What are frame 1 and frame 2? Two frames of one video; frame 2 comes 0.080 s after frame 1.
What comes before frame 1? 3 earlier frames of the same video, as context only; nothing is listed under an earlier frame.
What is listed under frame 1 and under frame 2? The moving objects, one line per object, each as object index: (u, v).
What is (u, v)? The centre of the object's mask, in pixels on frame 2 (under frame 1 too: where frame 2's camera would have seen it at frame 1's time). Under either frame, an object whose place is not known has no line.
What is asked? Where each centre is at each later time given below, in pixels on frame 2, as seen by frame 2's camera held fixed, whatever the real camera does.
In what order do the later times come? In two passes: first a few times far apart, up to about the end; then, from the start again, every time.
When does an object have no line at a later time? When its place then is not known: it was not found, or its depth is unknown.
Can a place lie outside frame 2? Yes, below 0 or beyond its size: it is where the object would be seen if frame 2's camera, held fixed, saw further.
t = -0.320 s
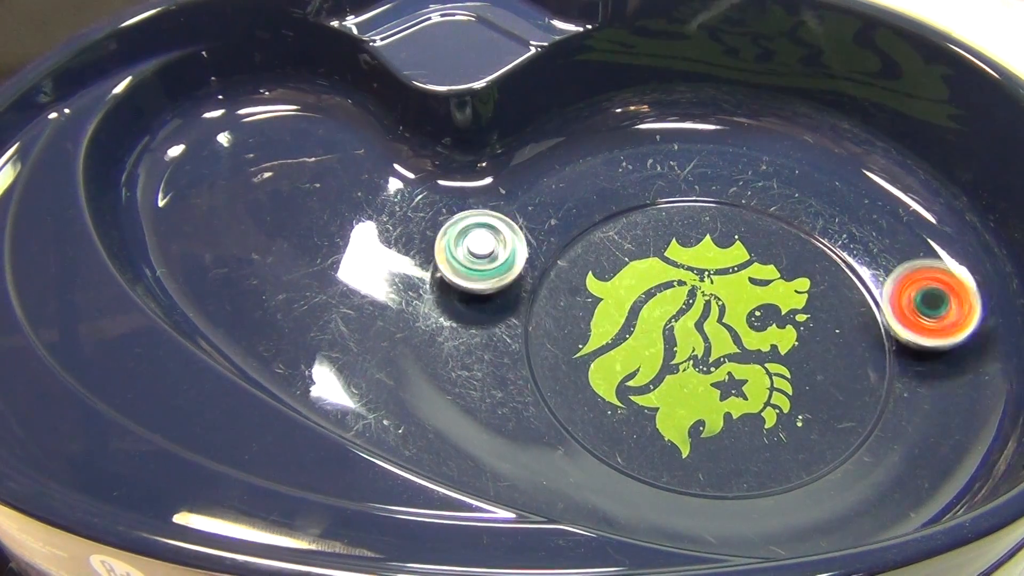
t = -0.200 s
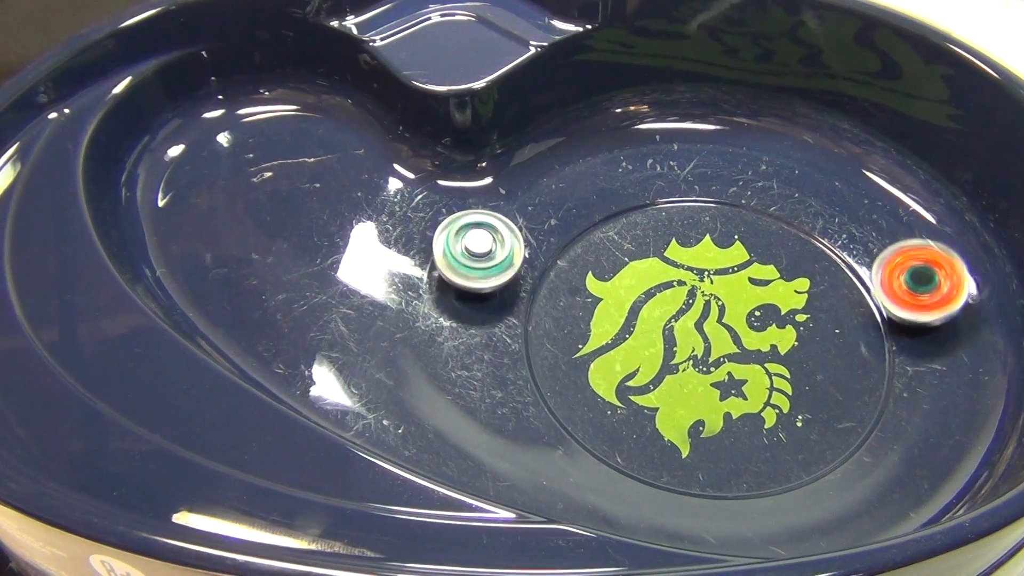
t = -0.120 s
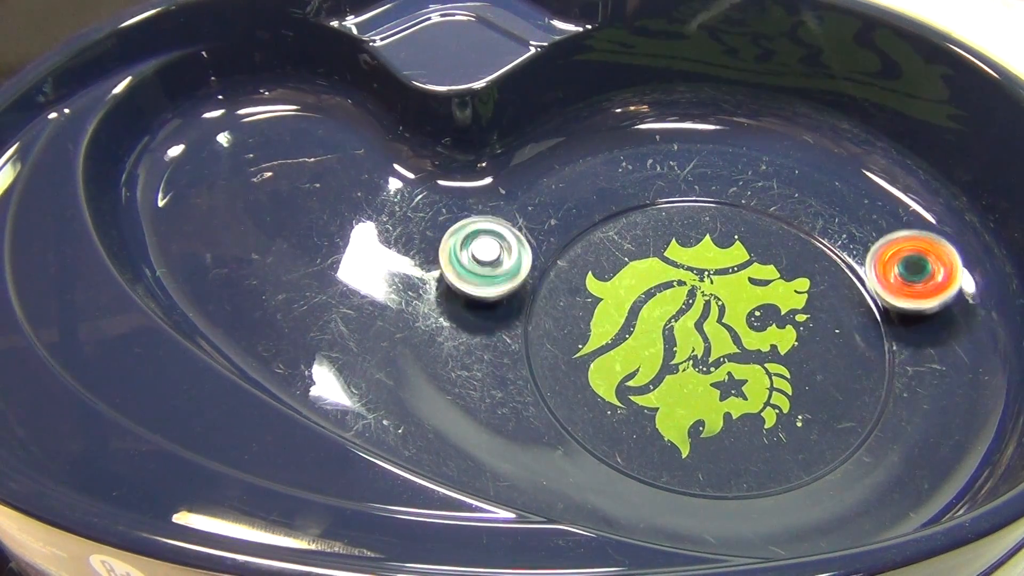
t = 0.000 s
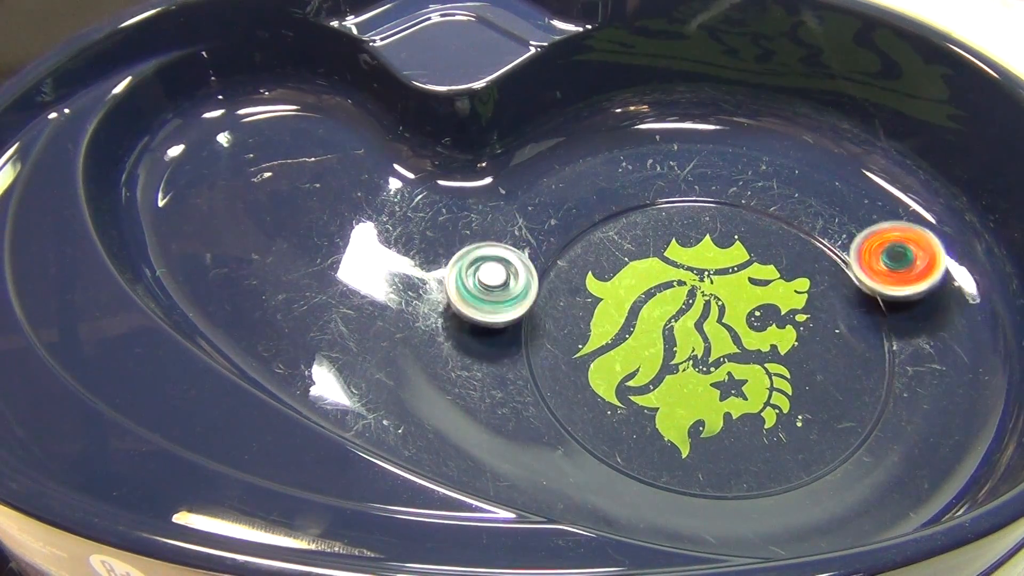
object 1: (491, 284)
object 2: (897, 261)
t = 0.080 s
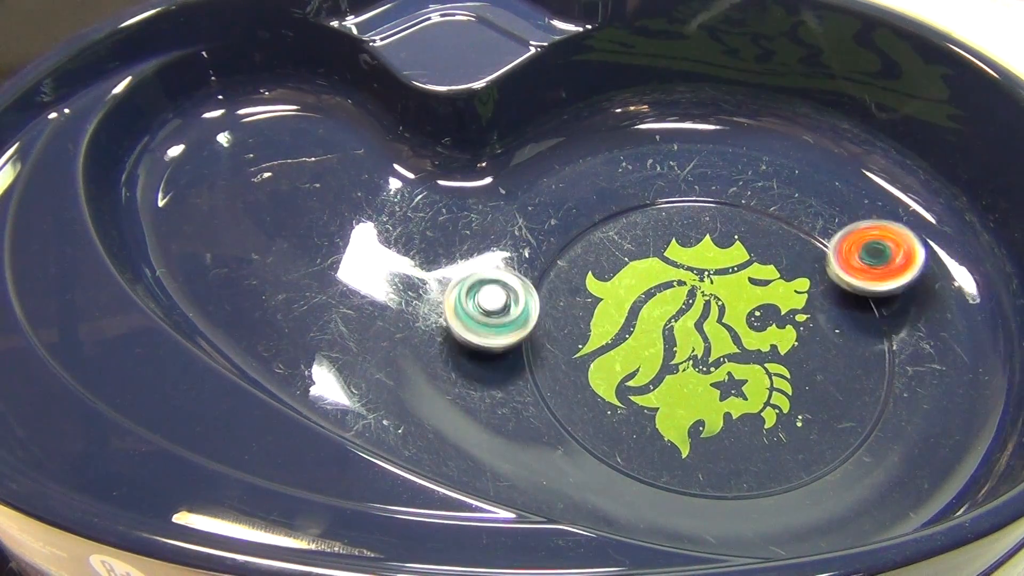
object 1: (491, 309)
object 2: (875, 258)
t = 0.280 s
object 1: (454, 356)
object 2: (799, 270)
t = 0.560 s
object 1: (503, 330)
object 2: (694, 296)
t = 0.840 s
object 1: (560, 389)
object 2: (764, 216)
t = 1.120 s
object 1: (671, 412)
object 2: (724, 194)
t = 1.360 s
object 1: (733, 428)
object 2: (733, 199)
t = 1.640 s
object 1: (758, 383)
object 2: (734, 244)
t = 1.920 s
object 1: (835, 402)
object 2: (653, 222)
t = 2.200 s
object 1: (780, 409)
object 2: (575, 225)
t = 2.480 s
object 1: (724, 293)
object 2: (551, 273)
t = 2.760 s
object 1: (792, 243)
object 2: (580, 299)
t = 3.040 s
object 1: (750, 311)
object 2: (629, 334)
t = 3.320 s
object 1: (798, 302)
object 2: (574, 403)
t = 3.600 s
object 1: (764, 326)
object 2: (596, 422)
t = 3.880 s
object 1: (663, 285)
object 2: (611, 395)
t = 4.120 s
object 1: (670, 256)
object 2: (653, 364)
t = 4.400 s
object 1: (706, 220)
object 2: (719, 413)
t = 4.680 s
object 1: (767, 263)
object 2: (782, 457)
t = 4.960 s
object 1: (663, 340)
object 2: (787, 453)
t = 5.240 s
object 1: (543, 317)
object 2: (753, 417)
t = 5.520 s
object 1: (616, 278)
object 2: (733, 351)
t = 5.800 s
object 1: (629, 295)
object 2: (850, 330)
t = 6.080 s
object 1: (684, 374)
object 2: (875, 328)
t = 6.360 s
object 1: (660, 404)
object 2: (847, 370)
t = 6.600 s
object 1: (664, 361)
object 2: (777, 369)
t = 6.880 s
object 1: (664, 282)
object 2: (770, 333)
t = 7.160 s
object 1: (630, 203)
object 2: (885, 360)
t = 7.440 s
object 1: (640, 238)
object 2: (865, 371)
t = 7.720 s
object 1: (628, 322)
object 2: (806, 367)
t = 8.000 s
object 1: (595, 395)
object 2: (781, 323)
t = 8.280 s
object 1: (606, 380)
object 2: (809, 288)
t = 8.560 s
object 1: (709, 353)
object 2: (842, 305)
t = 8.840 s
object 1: (705, 364)
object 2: (865, 306)
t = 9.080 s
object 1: (694, 342)
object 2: (816, 299)
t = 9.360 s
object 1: (689, 316)
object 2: (784, 261)
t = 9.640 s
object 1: (680, 312)
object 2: (799, 232)
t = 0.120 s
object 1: (488, 322)
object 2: (860, 258)
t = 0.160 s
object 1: (482, 334)
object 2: (843, 258)
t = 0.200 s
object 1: (473, 345)
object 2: (827, 261)
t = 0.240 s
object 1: (462, 353)
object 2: (814, 266)
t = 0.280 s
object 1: (454, 356)
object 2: (799, 270)
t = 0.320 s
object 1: (447, 354)
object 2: (786, 275)
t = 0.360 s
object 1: (445, 347)
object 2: (771, 280)
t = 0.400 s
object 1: (447, 340)
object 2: (755, 284)
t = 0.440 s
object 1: (454, 334)
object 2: (741, 288)
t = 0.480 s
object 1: (465, 332)
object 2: (725, 291)
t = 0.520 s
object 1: (482, 330)
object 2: (710, 294)
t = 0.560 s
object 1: (503, 330)
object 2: (694, 296)
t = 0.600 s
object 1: (527, 332)
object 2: (680, 298)
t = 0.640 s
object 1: (552, 334)
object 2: (665, 299)
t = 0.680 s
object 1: (570, 338)
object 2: (662, 293)
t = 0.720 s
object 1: (546, 361)
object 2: (701, 265)
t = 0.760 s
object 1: (547, 372)
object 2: (732, 243)
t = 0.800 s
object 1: (552, 384)
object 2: (752, 227)
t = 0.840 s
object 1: (560, 389)
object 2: (764, 216)
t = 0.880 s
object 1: (572, 390)
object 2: (764, 207)
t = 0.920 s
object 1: (588, 389)
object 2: (761, 198)
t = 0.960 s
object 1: (605, 390)
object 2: (753, 193)
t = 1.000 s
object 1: (622, 395)
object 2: (739, 195)
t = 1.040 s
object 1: (639, 401)
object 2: (730, 196)
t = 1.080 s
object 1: (655, 407)
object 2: (725, 195)
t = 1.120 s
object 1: (671, 412)
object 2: (724, 194)
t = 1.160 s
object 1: (685, 418)
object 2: (724, 193)
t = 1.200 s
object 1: (698, 423)
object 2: (725, 192)
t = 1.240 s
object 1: (710, 426)
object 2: (727, 192)
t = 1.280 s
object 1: (720, 428)
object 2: (728, 193)
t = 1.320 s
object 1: (727, 429)
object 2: (730, 195)
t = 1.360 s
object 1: (733, 428)
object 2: (733, 199)
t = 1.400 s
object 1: (737, 425)
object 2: (734, 204)
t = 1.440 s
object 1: (741, 421)
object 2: (735, 209)
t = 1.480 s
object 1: (745, 415)
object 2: (736, 215)
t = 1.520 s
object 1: (749, 407)
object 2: (736, 221)
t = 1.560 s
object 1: (752, 399)
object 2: (736, 228)
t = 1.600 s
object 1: (755, 392)
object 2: (735, 236)
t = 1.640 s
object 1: (758, 383)
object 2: (734, 244)
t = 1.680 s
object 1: (760, 372)
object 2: (732, 252)
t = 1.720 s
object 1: (763, 361)
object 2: (730, 262)
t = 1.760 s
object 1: (767, 351)
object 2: (727, 271)
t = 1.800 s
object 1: (786, 358)
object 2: (712, 263)
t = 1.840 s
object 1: (811, 379)
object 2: (687, 240)
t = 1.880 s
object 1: (827, 392)
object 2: (668, 227)
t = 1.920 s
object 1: (835, 402)
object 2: (653, 222)
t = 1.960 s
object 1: (838, 410)
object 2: (641, 222)
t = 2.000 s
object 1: (837, 416)
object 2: (629, 223)
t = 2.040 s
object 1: (832, 421)
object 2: (617, 223)
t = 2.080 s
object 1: (823, 423)
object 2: (606, 224)
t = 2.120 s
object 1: (810, 422)
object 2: (595, 224)
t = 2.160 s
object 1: (796, 417)
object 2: (585, 225)
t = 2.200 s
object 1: (780, 409)
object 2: (575, 225)
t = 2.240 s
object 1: (765, 396)
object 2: (570, 235)
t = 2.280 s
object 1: (750, 381)
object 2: (567, 244)
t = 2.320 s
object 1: (736, 363)
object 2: (562, 253)
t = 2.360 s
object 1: (729, 345)
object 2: (556, 259)
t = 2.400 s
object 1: (724, 327)
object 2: (552, 264)
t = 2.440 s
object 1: (723, 310)
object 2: (550, 269)
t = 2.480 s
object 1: (724, 293)
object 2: (551, 273)
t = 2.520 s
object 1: (729, 277)
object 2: (553, 276)
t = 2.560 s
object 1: (736, 264)
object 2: (556, 280)
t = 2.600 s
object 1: (746, 252)
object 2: (560, 284)
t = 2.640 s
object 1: (758, 244)
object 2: (564, 287)
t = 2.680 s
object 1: (771, 240)
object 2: (569, 291)
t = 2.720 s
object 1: (783, 240)
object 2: (574, 295)
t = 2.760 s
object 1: (792, 243)
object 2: (580, 299)
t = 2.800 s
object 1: (797, 249)
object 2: (586, 303)
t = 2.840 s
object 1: (799, 258)
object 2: (593, 308)
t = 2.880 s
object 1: (797, 268)
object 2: (599, 312)
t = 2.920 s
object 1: (792, 278)
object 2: (606, 317)
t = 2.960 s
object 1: (783, 290)
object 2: (614, 323)
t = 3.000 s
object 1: (768, 301)
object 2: (621, 328)
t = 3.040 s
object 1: (750, 311)
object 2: (629, 334)
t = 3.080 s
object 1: (730, 317)
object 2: (637, 340)
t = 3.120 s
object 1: (742, 311)
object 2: (610, 354)
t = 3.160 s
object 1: (760, 302)
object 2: (580, 368)
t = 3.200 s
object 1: (774, 298)
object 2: (563, 379)
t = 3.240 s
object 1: (786, 297)
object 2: (558, 388)
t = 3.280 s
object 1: (794, 299)
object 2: (561, 396)
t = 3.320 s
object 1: (798, 302)
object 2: (574, 403)
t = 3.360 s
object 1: (799, 304)
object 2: (583, 411)
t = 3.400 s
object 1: (799, 308)
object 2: (588, 416)
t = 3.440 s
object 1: (796, 311)
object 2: (590, 419)
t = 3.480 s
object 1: (792, 314)
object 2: (594, 421)
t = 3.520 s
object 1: (785, 319)
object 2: (598, 423)
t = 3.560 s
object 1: (776, 323)
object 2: (597, 423)
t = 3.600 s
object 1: (764, 326)
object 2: (596, 422)
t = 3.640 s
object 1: (747, 329)
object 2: (595, 420)
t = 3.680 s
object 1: (731, 327)
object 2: (595, 416)
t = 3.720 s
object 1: (712, 323)
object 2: (597, 413)
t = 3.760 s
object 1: (695, 316)
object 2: (599, 408)
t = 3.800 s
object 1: (681, 307)
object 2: (602, 404)
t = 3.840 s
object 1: (670, 296)
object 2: (606, 400)
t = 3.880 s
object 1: (663, 285)
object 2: (611, 395)
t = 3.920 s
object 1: (660, 274)
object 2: (616, 390)
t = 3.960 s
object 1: (659, 266)
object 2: (623, 385)
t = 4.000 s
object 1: (661, 260)
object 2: (629, 380)
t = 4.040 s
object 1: (663, 258)
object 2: (636, 374)
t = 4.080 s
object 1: (666, 256)
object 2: (644, 369)
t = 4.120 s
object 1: (670, 256)
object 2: (653, 364)
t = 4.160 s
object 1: (674, 258)
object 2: (661, 360)
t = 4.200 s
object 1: (678, 261)
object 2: (671, 355)
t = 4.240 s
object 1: (682, 264)
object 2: (681, 351)
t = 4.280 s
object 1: (687, 269)
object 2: (691, 347)
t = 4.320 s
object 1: (692, 251)
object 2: (701, 372)
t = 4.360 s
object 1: (698, 234)
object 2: (710, 398)
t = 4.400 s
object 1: (706, 220)
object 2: (719, 413)
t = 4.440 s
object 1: (717, 213)
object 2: (728, 420)
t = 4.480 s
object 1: (731, 210)
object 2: (739, 426)
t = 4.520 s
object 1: (746, 213)
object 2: (750, 433)
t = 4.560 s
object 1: (758, 221)
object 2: (760, 439)
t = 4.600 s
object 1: (766, 233)
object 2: (769, 446)
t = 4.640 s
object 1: (769, 248)
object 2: (776, 452)
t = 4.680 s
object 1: (767, 263)
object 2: (782, 457)
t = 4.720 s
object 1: (759, 279)
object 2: (788, 462)
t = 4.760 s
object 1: (748, 293)
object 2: (793, 457)
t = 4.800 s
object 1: (734, 307)
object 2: (795, 454)
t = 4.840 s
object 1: (718, 318)
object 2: (796, 454)
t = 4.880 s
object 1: (701, 327)
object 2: (794, 454)
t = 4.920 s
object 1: (682, 334)
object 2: (791, 454)
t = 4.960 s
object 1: (663, 340)
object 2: (787, 453)
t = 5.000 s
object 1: (644, 343)
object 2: (782, 450)
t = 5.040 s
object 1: (622, 345)
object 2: (778, 447)
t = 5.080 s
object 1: (603, 344)
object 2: (772, 442)
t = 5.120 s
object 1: (584, 341)
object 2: (767, 437)
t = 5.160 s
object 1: (567, 335)
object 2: (763, 430)
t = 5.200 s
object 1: (552, 327)
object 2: (758, 423)
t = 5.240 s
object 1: (543, 317)
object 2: (753, 417)
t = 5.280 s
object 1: (538, 302)
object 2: (748, 407)
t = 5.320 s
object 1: (544, 291)
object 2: (744, 397)
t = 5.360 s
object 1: (553, 282)
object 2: (740, 389)
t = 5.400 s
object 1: (565, 276)
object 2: (737, 380)
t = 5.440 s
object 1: (580, 273)
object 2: (735, 371)
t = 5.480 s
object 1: (597, 274)
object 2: (734, 361)
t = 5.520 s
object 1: (616, 278)
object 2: (733, 351)
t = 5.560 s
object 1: (635, 284)
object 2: (733, 341)
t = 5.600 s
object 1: (651, 292)
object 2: (736, 333)
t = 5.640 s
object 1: (640, 290)
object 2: (778, 338)
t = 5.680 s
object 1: (630, 288)
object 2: (804, 332)
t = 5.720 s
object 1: (625, 287)
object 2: (824, 334)
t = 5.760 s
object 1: (624, 290)
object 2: (840, 332)
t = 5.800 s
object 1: (629, 295)
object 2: (850, 330)
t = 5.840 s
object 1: (637, 301)
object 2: (861, 328)
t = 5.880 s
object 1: (650, 312)
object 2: (872, 326)
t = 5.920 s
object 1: (660, 323)
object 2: (882, 326)
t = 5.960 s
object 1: (669, 335)
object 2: (882, 324)
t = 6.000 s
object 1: (676, 348)
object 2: (876, 324)
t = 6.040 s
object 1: (681, 361)
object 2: (874, 326)
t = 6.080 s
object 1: (684, 374)
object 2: (875, 328)
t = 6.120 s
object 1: (683, 385)
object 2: (877, 335)
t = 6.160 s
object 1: (679, 396)
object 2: (877, 342)
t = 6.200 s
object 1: (675, 402)
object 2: (875, 349)
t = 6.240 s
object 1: (670, 406)
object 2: (870, 355)
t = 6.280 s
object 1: (666, 407)
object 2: (864, 360)
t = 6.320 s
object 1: (663, 406)
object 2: (856, 365)
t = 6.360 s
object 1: (660, 404)
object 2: (847, 370)
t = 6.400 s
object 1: (657, 400)
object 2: (837, 372)
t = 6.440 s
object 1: (656, 395)
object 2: (827, 374)
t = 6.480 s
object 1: (656, 388)
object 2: (814, 375)
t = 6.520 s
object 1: (657, 380)
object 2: (803, 374)
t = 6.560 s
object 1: (659, 372)
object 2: (791, 373)
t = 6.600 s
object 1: (664, 361)
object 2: (777, 369)
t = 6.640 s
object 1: (667, 350)
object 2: (774, 367)
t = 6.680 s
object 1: (653, 334)
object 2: (786, 365)
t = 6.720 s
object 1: (645, 321)
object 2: (788, 361)
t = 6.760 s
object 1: (642, 310)
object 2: (783, 355)
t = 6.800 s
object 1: (646, 299)
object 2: (777, 348)
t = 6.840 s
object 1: (653, 290)
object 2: (774, 341)
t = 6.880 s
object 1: (664, 282)
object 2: (770, 333)
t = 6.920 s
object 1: (678, 276)
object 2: (768, 325)
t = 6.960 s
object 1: (679, 266)
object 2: (786, 328)
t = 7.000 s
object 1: (653, 241)
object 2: (830, 346)
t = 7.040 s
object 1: (635, 220)
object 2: (859, 357)
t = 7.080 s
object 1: (625, 206)
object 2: (876, 363)
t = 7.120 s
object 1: (625, 199)
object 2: (883, 363)
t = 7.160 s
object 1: (630, 203)
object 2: (885, 360)
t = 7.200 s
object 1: (633, 208)
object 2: (878, 356)
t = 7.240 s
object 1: (636, 212)
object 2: (877, 355)
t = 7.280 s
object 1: (637, 215)
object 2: (879, 357)
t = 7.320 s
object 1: (637, 217)
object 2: (876, 358)
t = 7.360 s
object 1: (638, 221)
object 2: (874, 361)
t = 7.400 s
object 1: (639, 229)
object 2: (871, 367)
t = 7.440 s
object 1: (640, 238)
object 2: (865, 371)
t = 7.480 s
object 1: (641, 249)
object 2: (857, 374)
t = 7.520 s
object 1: (640, 261)
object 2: (850, 376)
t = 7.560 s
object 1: (638, 273)
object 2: (841, 376)
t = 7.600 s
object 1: (637, 285)
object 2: (833, 375)
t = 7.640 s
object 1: (634, 297)
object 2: (824, 373)
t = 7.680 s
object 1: (631, 310)
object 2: (814, 371)
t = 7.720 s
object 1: (628, 322)
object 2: (806, 367)
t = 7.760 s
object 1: (625, 335)
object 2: (799, 361)
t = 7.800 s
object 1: (621, 347)
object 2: (792, 355)
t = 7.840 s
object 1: (617, 358)
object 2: (788, 350)
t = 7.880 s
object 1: (612, 369)
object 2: (784, 344)
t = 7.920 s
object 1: (607, 379)
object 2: (783, 338)
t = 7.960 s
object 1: (602, 388)
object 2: (781, 331)
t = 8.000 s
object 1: (595, 395)
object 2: (781, 323)
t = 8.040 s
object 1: (589, 398)
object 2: (782, 317)
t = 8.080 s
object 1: (586, 399)
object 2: (785, 310)
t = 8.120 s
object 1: (585, 397)
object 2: (787, 304)
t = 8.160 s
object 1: (586, 395)
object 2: (791, 300)
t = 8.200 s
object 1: (590, 391)
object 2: (796, 294)
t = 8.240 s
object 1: (596, 385)
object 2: (802, 291)
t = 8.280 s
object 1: (606, 380)
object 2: (809, 288)
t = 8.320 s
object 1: (619, 374)
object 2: (815, 287)
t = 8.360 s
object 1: (632, 370)
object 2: (822, 288)
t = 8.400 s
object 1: (647, 366)
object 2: (828, 288)
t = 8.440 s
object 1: (663, 362)
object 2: (833, 291)
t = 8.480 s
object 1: (678, 359)
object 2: (838, 295)
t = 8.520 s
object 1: (694, 356)
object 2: (840, 299)
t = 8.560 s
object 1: (709, 353)
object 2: (842, 305)
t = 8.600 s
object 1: (725, 350)
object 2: (841, 310)
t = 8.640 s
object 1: (741, 347)
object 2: (837, 315)
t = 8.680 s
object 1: (740, 352)
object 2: (849, 313)
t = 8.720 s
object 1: (726, 359)
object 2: (868, 307)
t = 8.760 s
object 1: (714, 364)
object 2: (874, 305)
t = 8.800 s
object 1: (708, 365)
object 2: (871, 306)
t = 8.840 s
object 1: (705, 364)
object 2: (865, 306)
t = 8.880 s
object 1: (702, 362)
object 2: (858, 306)
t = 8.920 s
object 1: (700, 359)
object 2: (850, 305)
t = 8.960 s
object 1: (698, 355)
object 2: (842, 305)
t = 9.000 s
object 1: (696, 352)
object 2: (832, 303)
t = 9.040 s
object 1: (695, 347)
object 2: (823, 301)
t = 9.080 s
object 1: (694, 342)
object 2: (816, 299)
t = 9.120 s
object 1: (694, 337)
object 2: (807, 296)
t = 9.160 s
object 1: (695, 331)
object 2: (799, 293)
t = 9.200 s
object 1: (696, 325)
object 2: (791, 289)
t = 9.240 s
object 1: (697, 320)
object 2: (785, 285)
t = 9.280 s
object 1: (701, 316)
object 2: (778, 280)
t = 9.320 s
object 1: (697, 315)
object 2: (780, 271)
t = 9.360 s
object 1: (689, 316)
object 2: (784, 261)
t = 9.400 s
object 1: (686, 315)
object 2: (784, 254)
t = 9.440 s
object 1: (684, 314)
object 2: (786, 250)
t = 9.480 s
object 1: (683, 313)
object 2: (786, 245)
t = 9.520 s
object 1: (682, 312)
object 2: (788, 240)
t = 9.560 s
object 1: (681, 312)
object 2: (791, 236)
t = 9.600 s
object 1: (680, 311)
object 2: (795, 234)
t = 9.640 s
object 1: (680, 312)
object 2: (799, 232)
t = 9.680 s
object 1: (679, 312)
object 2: (802, 233)
